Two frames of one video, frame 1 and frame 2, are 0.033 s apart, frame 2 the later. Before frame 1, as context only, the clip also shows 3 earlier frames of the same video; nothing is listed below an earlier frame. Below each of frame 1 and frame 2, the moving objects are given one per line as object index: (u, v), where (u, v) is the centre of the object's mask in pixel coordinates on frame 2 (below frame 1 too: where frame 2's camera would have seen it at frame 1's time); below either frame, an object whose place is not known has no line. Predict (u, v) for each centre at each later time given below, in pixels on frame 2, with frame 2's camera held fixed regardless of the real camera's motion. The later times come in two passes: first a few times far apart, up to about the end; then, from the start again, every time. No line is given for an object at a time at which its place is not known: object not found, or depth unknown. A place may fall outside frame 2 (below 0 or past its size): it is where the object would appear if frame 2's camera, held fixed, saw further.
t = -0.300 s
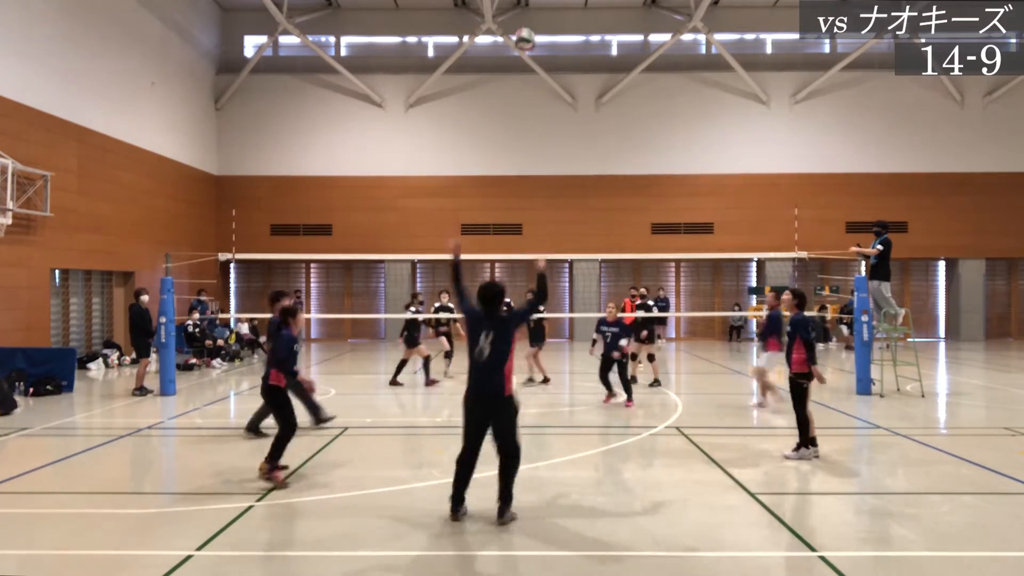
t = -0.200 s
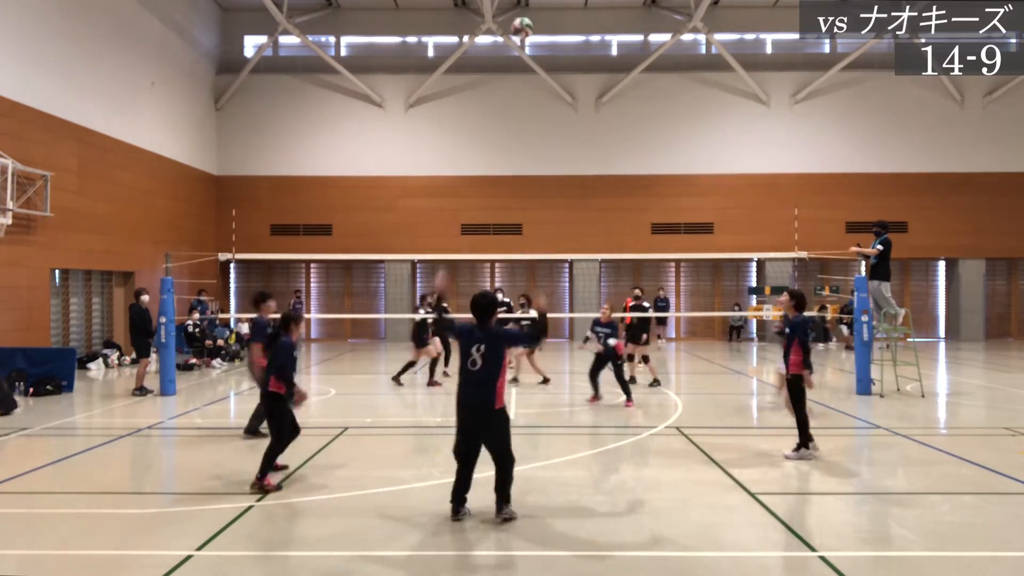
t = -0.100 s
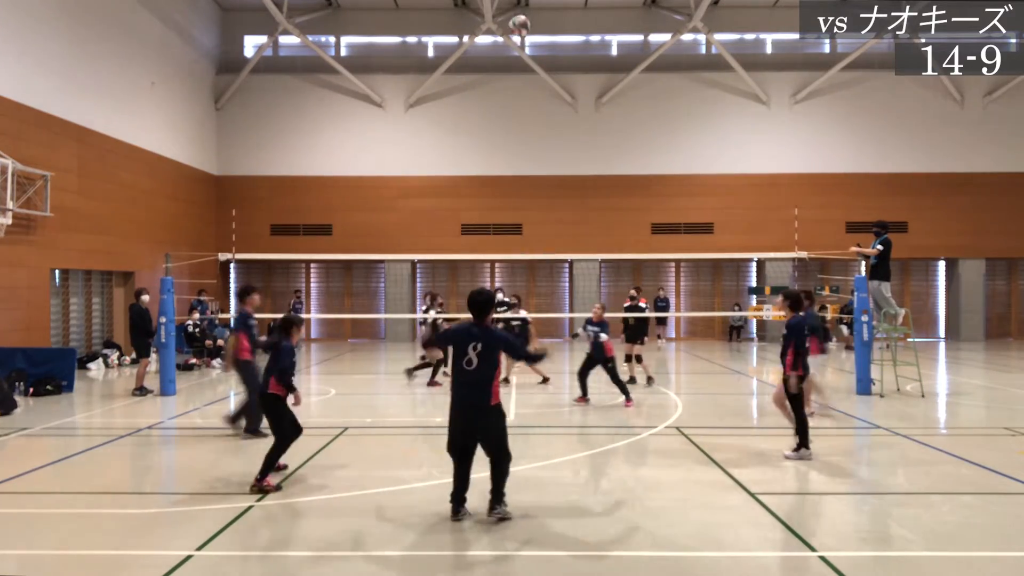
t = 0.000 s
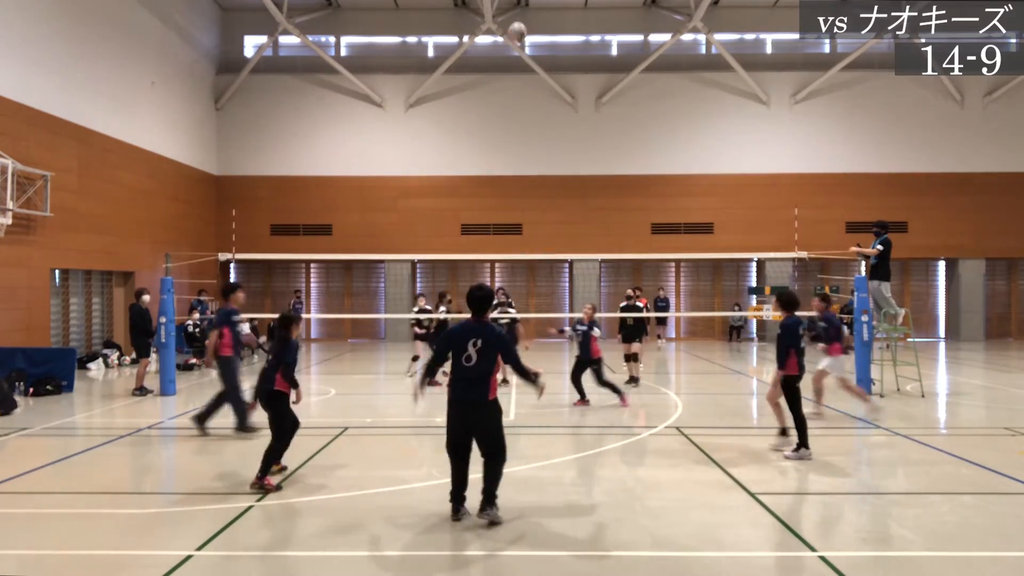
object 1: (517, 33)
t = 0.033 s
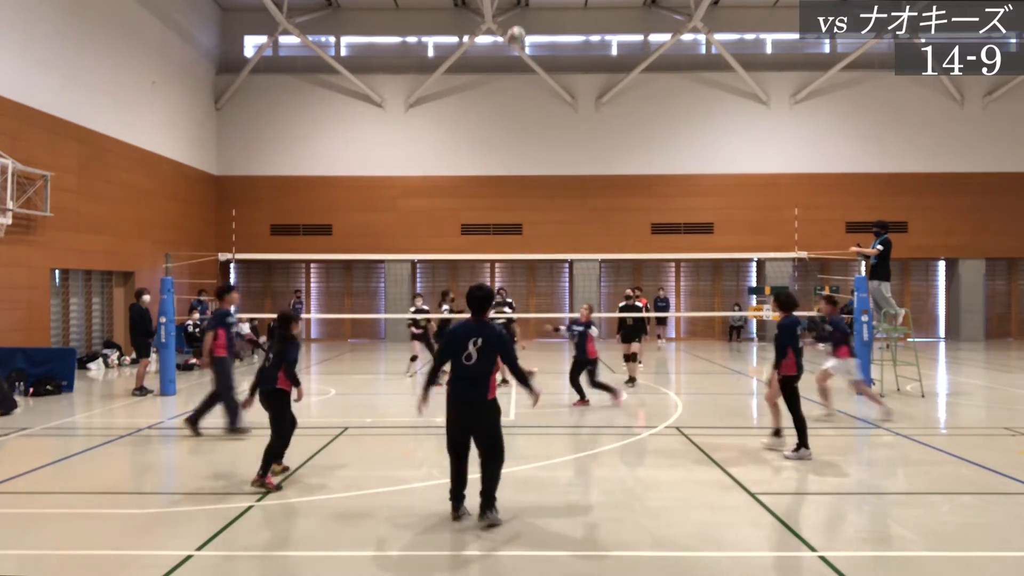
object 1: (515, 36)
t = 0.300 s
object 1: (511, 97)
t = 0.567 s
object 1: (508, 200)
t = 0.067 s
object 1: (515, 40)
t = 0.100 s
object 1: (513, 49)
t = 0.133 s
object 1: (513, 57)
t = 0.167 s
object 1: (513, 63)
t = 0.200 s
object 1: (513, 70)
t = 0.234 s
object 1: (512, 79)
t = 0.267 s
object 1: (511, 86)
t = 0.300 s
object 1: (511, 97)
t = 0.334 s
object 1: (511, 108)
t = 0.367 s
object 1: (510, 120)
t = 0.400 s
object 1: (510, 131)
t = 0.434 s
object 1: (509, 144)
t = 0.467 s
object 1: (510, 158)
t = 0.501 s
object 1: (509, 173)
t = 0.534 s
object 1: (508, 187)
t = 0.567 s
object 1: (508, 200)
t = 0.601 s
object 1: (508, 214)
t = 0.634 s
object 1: (508, 229)
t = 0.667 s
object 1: (508, 245)
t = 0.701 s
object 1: (509, 261)
